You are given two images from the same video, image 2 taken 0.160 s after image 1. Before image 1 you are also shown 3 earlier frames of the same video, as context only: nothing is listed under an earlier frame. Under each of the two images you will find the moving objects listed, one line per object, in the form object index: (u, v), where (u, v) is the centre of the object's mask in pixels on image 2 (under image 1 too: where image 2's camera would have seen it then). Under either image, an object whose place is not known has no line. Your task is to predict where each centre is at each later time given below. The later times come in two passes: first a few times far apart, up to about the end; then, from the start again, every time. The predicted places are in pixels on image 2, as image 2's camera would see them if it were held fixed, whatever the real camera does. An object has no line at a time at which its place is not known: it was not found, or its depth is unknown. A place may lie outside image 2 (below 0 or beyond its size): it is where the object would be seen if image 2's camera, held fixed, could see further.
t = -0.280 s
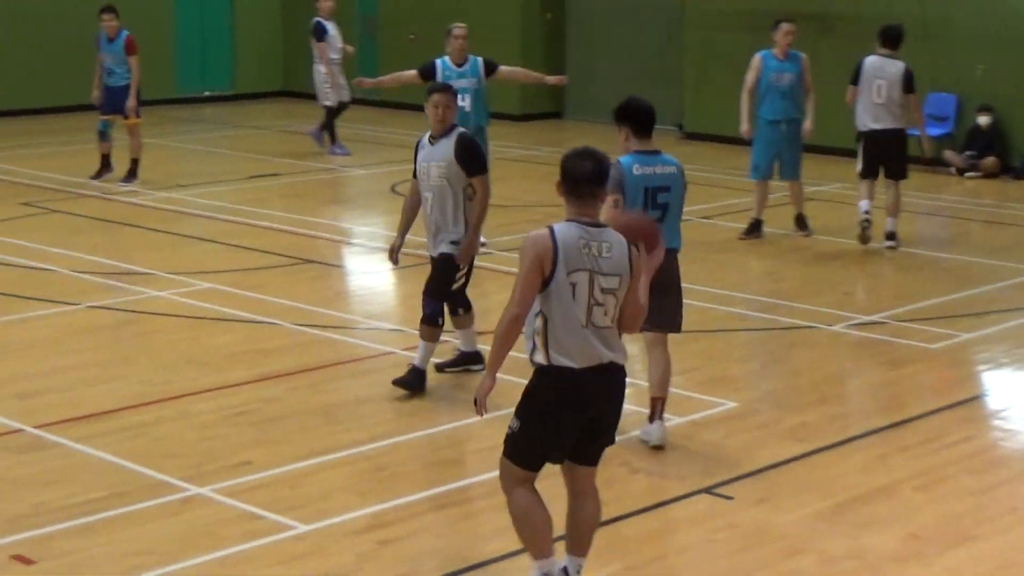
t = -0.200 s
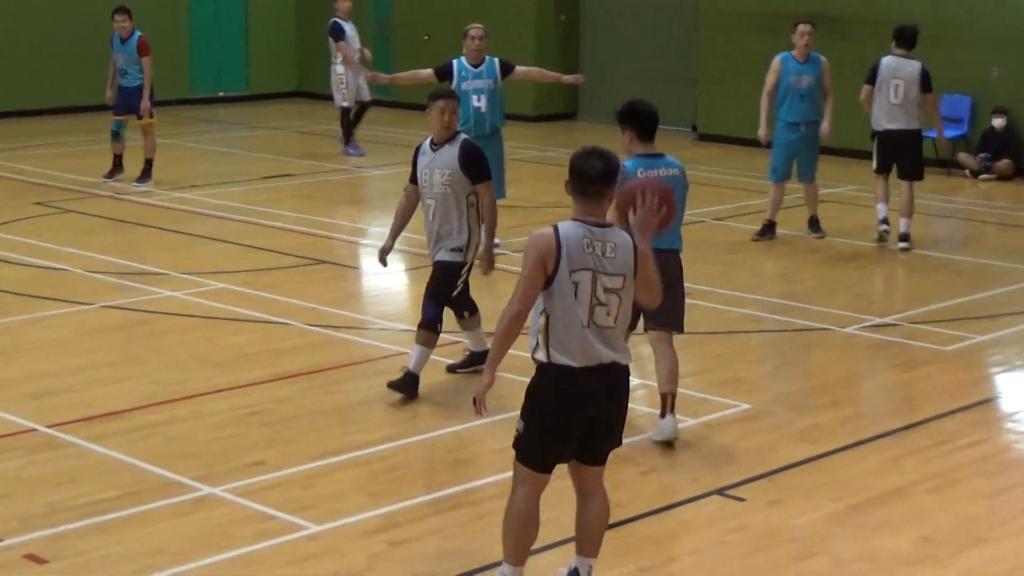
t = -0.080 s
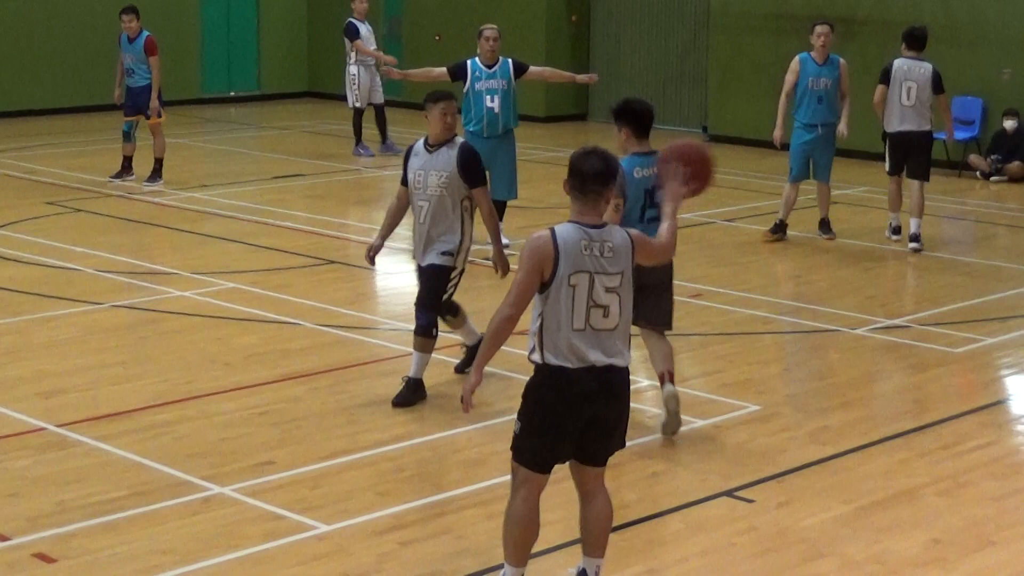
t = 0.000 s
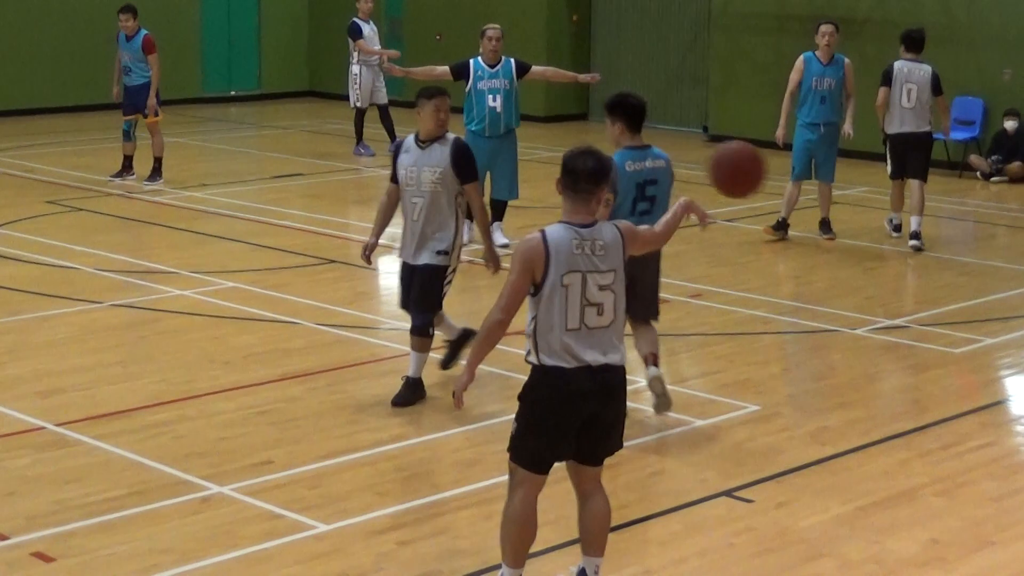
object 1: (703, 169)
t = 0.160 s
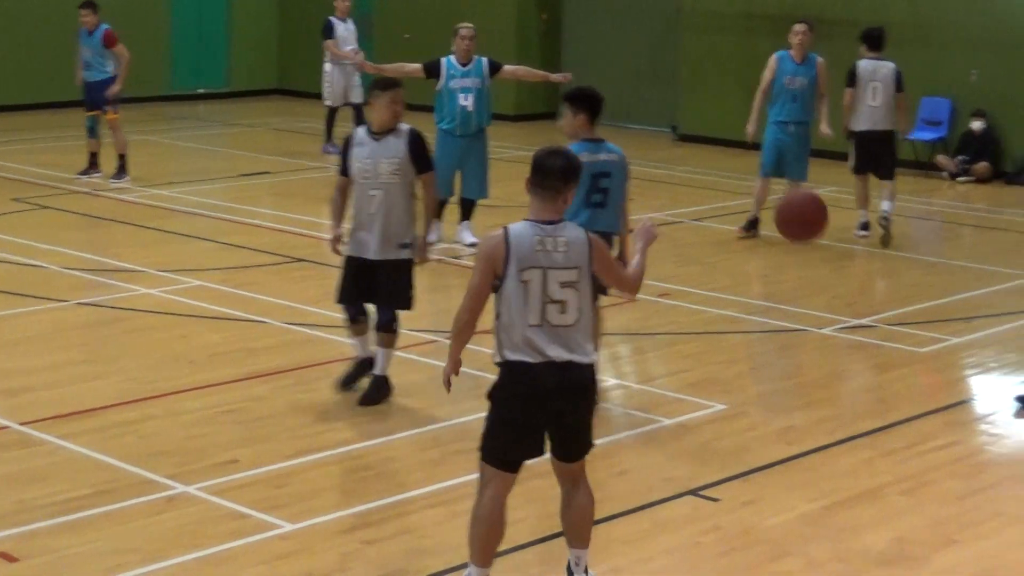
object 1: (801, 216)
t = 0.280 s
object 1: (862, 282)
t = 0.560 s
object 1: (966, 356)
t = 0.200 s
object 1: (823, 235)
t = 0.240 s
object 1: (843, 257)
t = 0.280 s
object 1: (862, 282)
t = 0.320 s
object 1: (882, 309)
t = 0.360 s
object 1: (899, 338)
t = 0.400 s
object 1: (916, 369)
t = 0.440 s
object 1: (931, 400)
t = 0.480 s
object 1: (944, 417)
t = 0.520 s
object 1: (954, 384)
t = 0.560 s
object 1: (966, 356)
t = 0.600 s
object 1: (977, 328)
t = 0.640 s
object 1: (987, 304)
